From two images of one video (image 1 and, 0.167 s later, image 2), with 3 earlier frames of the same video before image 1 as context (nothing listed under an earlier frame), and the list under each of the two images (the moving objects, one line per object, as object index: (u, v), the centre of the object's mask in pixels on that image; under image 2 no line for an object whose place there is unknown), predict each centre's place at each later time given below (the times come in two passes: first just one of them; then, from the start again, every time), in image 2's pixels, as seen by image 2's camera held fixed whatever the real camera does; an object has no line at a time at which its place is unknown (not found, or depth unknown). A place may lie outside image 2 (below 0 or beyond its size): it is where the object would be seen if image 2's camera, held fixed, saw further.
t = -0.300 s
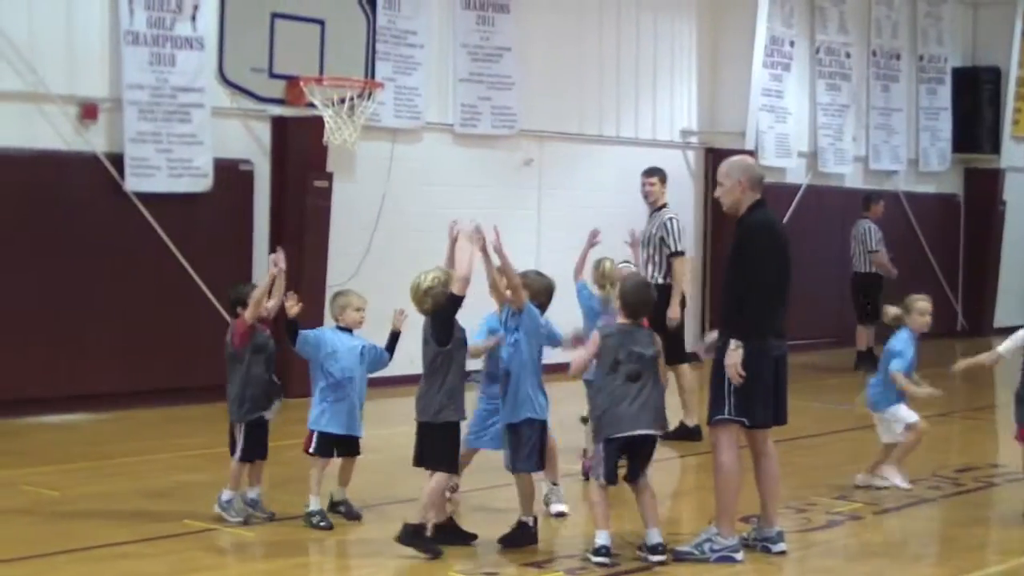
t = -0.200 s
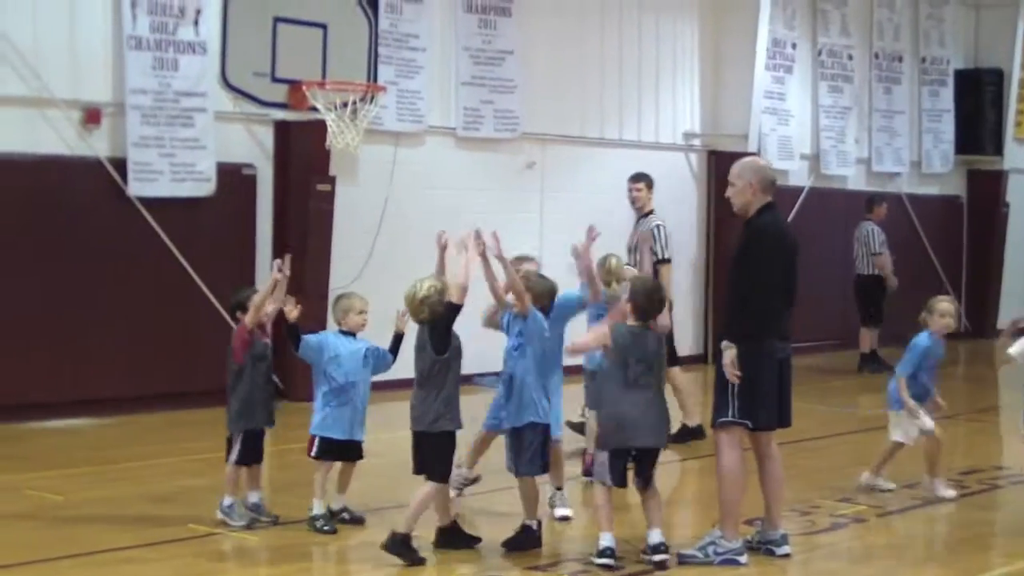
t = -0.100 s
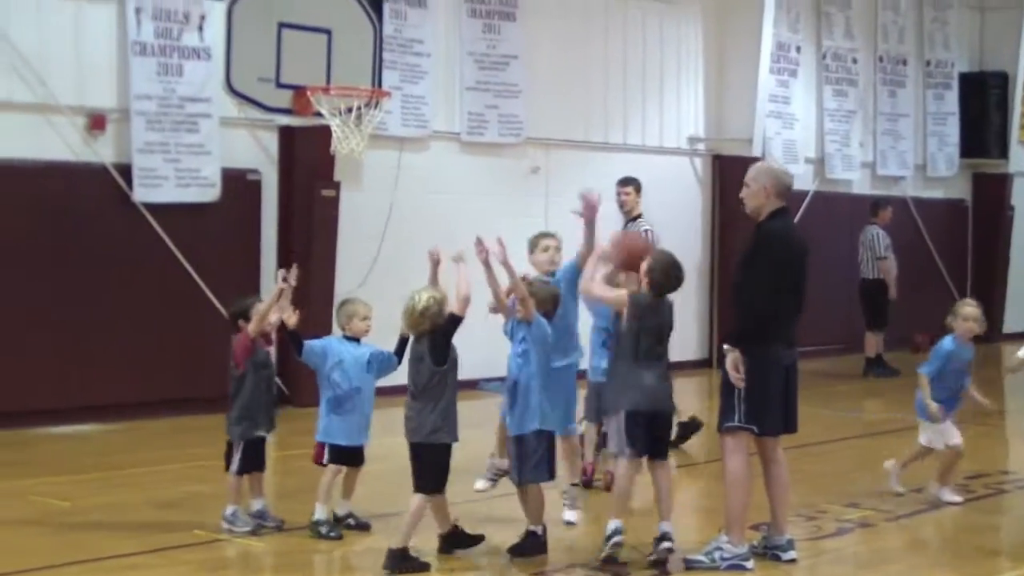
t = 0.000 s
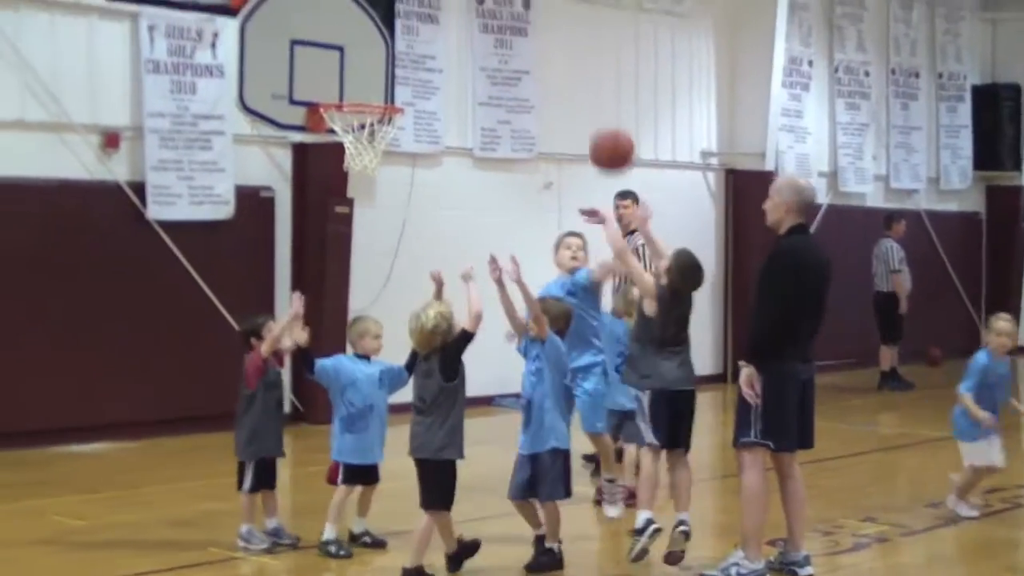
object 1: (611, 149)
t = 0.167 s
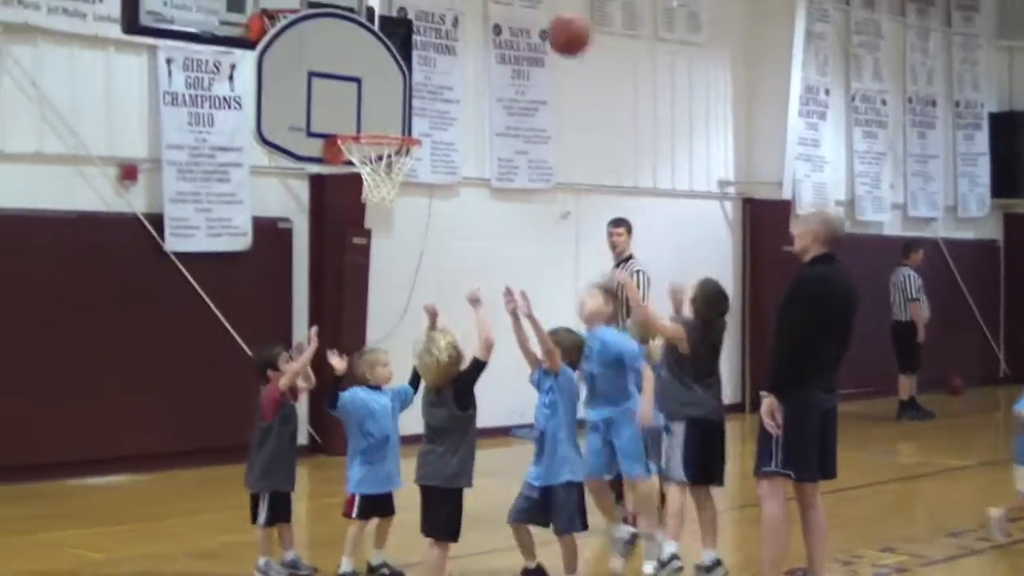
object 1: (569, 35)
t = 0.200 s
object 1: (556, 13)
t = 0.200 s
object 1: (556, 13)
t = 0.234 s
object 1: (546, 0)
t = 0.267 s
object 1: (534, -11)
